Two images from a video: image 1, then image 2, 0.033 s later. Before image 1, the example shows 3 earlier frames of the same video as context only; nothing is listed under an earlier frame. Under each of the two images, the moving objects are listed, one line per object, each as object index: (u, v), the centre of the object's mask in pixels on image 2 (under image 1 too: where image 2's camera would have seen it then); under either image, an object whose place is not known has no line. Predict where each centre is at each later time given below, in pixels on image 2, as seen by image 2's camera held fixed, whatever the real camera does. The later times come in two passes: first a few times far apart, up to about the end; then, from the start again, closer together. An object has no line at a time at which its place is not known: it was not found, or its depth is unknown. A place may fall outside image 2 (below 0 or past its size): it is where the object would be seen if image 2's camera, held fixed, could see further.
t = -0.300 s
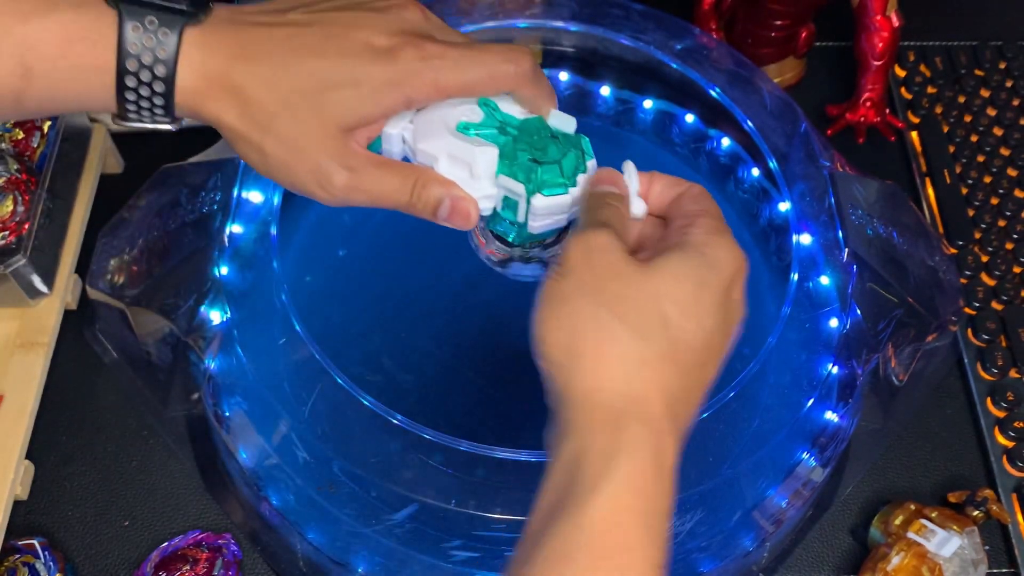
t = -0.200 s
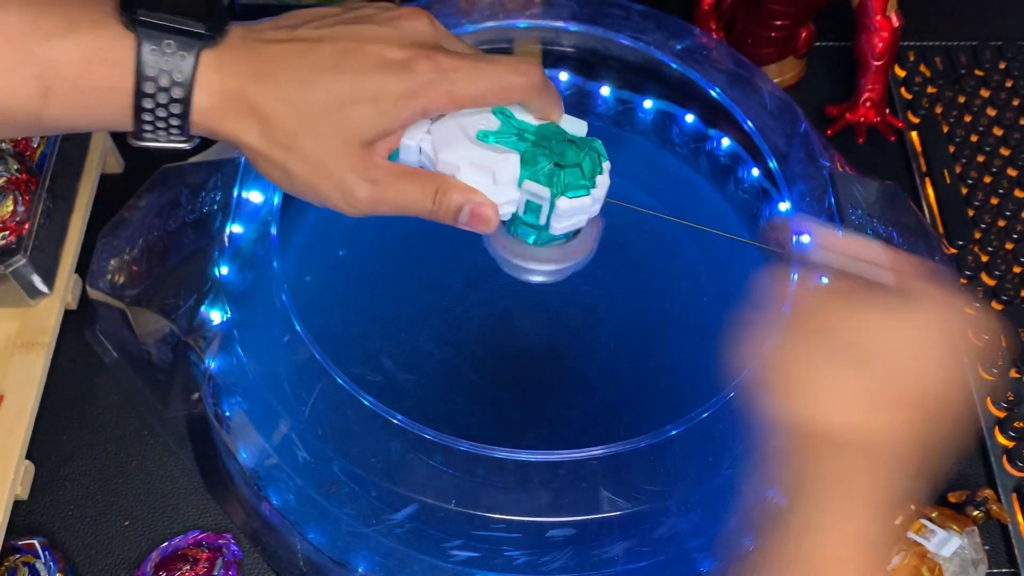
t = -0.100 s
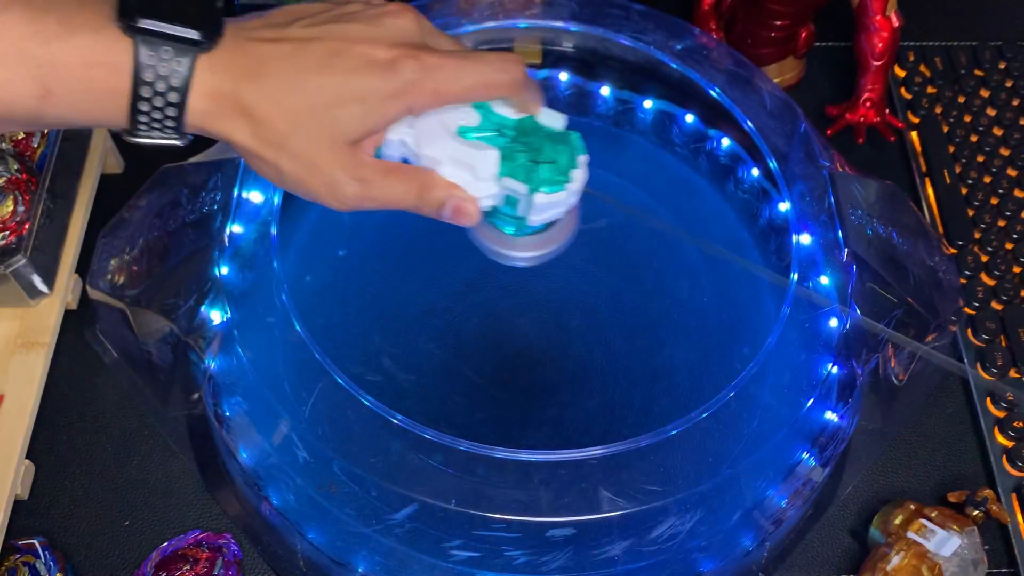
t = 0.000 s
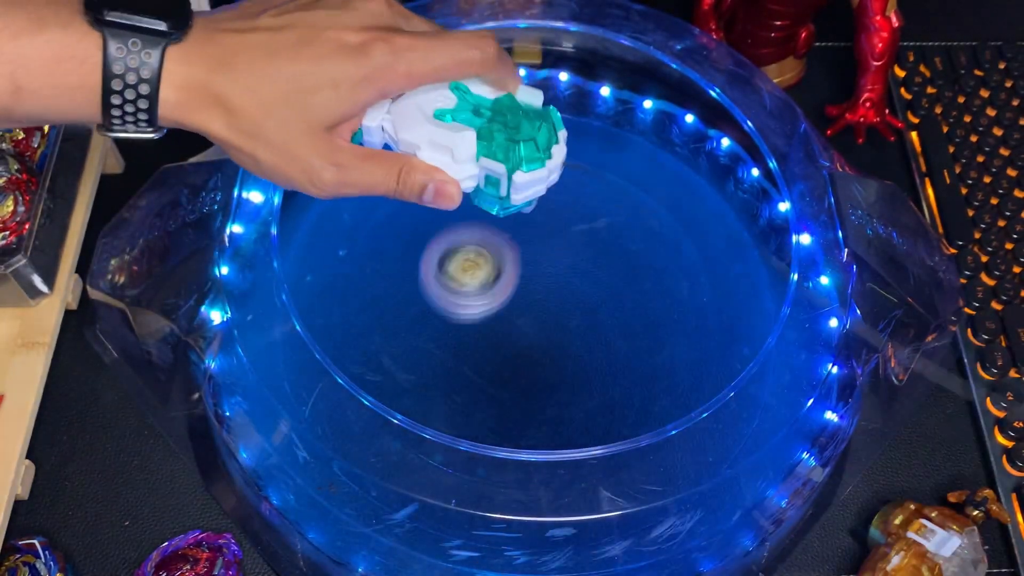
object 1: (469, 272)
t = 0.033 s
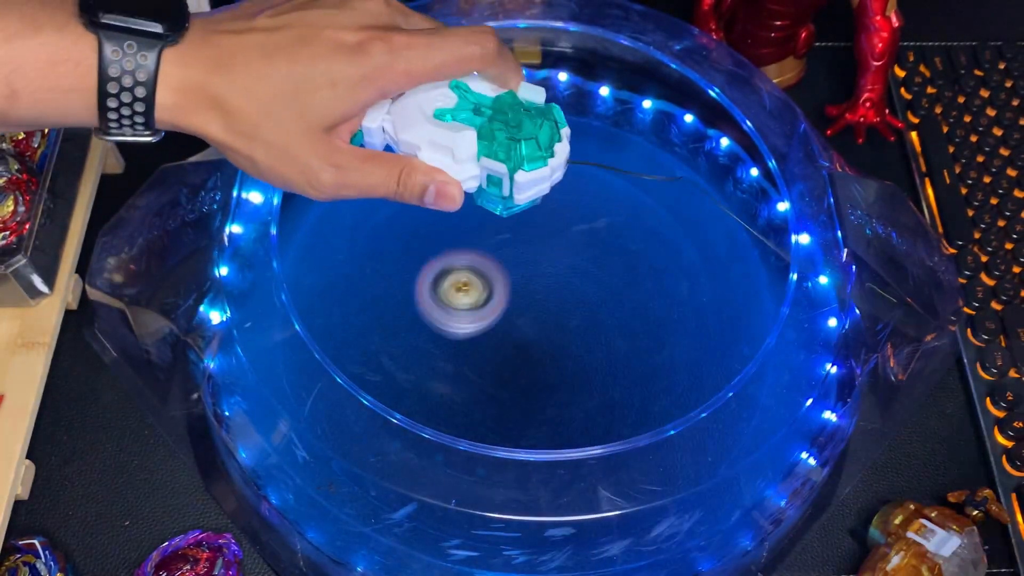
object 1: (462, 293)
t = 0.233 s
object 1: (536, 284)
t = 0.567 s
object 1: (537, 299)
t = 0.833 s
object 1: (489, 316)
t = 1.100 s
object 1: (568, 303)
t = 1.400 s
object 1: (506, 255)
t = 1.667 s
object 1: (488, 344)
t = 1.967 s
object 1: (626, 287)
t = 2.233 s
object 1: (513, 192)
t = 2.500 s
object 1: (396, 317)
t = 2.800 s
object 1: (645, 398)
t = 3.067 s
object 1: (687, 181)
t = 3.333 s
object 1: (566, 114)
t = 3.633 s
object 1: (444, 155)
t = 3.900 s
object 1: (468, 381)
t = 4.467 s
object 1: (535, 196)
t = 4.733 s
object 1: (387, 300)
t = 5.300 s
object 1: (603, 254)
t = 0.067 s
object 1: (475, 278)
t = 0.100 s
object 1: (487, 271)
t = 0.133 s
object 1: (499, 274)
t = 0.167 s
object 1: (511, 285)
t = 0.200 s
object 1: (523, 282)
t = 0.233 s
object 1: (536, 284)
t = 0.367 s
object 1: (582, 294)
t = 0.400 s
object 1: (569, 293)
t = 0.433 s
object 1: (568, 293)
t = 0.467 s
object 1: (564, 293)
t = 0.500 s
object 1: (557, 296)
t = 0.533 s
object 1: (547, 297)
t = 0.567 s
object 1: (537, 299)
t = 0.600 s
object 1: (525, 302)
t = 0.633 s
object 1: (513, 302)
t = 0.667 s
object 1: (503, 301)
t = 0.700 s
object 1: (494, 302)
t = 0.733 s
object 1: (488, 304)
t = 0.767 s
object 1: (485, 307)
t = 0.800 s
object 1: (485, 311)
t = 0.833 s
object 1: (489, 316)
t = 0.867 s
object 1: (496, 320)
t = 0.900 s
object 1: (505, 324)
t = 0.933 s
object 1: (517, 325)
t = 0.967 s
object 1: (530, 325)
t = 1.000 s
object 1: (541, 322)
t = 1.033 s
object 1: (552, 318)
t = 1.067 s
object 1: (561, 311)
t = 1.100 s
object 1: (568, 303)
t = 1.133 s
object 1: (572, 294)
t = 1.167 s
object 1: (573, 285)
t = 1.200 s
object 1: (571, 276)
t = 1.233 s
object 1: (565, 268)
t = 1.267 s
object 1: (557, 262)
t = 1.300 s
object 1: (547, 256)
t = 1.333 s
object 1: (534, 253)
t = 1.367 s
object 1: (521, 252)
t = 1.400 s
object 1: (506, 255)
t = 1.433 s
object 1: (492, 261)
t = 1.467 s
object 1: (479, 269)
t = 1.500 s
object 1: (470, 279)
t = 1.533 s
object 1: (464, 292)
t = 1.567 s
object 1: (463, 305)
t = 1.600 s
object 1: (466, 319)
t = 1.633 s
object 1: (475, 332)
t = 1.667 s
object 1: (488, 344)
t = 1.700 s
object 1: (504, 353)
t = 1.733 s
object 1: (524, 359)
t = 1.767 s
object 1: (545, 360)
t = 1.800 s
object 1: (565, 356)
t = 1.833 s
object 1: (584, 348)
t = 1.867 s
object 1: (601, 337)
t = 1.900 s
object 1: (614, 323)
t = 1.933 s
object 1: (622, 306)
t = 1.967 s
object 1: (626, 287)
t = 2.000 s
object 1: (625, 269)
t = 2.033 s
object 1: (620, 251)
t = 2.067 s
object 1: (610, 235)
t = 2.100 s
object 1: (596, 220)
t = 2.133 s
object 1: (579, 208)
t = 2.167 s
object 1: (559, 199)
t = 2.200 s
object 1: (537, 194)
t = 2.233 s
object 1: (513, 192)
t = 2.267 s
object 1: (489, 194)
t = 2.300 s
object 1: (465, 200)
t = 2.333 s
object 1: (443, 211)
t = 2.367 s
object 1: (424, 226)
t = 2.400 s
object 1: (409, 245)
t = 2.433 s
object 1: (398, 267)
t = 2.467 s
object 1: (394, 291)
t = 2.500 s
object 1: (396, 317)
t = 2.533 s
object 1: (404, 342)
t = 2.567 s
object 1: (420, 367)
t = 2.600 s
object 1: (443, 386)
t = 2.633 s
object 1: (470, 404)
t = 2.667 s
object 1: (502, 416)
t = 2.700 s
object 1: (538, 423)
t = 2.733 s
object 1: (575, 421)
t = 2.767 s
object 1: (611, 413)
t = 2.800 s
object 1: (645, 398)
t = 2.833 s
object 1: (673, 376)
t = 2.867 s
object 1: (696, 350)
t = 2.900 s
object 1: (711, 321)
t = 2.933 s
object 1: (717, 289)
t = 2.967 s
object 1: (716, 258)
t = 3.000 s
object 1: (707, 229)
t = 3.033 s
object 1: (697, 204)
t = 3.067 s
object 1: (687, 181)
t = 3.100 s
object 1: (677, 162)
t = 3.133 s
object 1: (668, 144)
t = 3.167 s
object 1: (658, 129)
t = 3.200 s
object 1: (643, 118)
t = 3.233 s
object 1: (624, 116)
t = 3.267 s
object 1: (603, 114)
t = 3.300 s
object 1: (584, 114)
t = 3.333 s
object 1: (566, 114)
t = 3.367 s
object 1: (549, 114)
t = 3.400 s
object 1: (533, 115)
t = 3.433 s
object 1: (518, 117)
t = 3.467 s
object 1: (504, 120)
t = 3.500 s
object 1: (491, 124)
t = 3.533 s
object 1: (478, 128)
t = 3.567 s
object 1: (466, 133)
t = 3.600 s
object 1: (455, 141)
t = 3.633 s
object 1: (444, 155)
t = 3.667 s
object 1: (435, 174)
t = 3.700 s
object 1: (428, 198)
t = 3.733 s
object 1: (423, 227)
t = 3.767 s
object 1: (423, 258)
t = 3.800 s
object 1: (426, 292)
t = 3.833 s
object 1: (434, 325)
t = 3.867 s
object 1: (449, 355)
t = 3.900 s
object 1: (468, 381)
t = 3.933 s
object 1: (493, 400)
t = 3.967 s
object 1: (520, 414)
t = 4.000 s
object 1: (550, 414)
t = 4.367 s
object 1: (615, 232)
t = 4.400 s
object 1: (590, 216)
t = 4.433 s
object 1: (563, 203)
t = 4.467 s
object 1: (535, 196)
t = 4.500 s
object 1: (507, 193)
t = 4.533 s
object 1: (480, 195)
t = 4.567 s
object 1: (455, 202)
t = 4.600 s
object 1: (432, 214)
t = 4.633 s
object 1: (414, 230)
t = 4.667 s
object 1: (399, 250)
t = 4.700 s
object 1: (390, 273)
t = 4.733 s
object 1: (387, 300)
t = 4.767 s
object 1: (390, 326)
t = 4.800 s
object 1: (402, 353)
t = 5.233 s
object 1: (631, 295)
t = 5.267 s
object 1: (619, 273)
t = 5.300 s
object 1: (603, 254)
